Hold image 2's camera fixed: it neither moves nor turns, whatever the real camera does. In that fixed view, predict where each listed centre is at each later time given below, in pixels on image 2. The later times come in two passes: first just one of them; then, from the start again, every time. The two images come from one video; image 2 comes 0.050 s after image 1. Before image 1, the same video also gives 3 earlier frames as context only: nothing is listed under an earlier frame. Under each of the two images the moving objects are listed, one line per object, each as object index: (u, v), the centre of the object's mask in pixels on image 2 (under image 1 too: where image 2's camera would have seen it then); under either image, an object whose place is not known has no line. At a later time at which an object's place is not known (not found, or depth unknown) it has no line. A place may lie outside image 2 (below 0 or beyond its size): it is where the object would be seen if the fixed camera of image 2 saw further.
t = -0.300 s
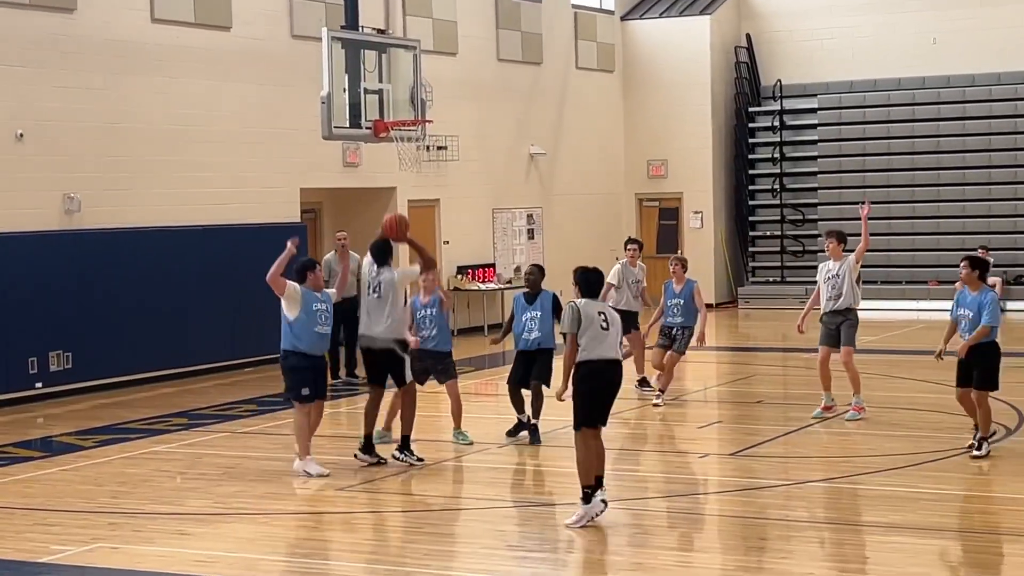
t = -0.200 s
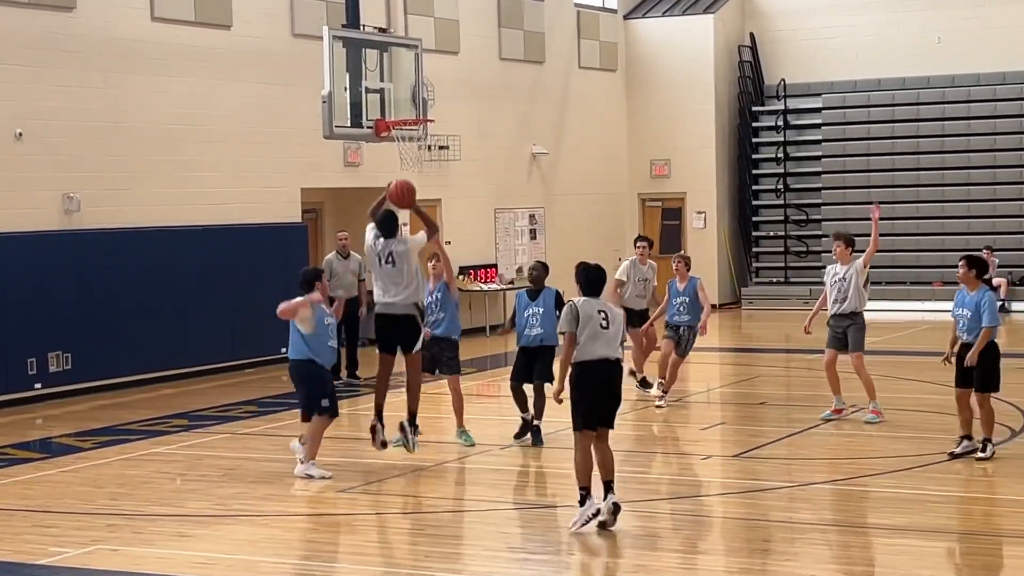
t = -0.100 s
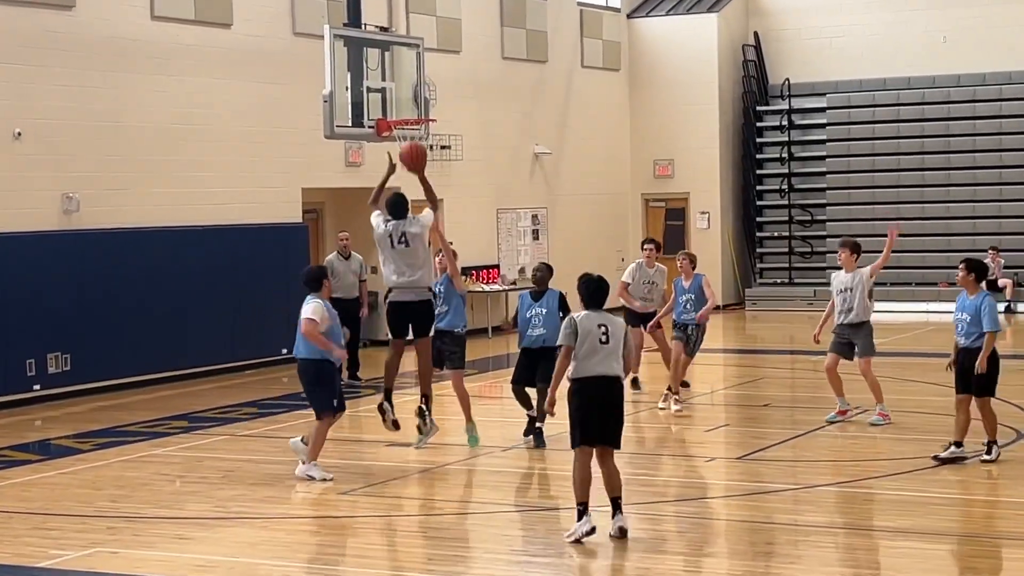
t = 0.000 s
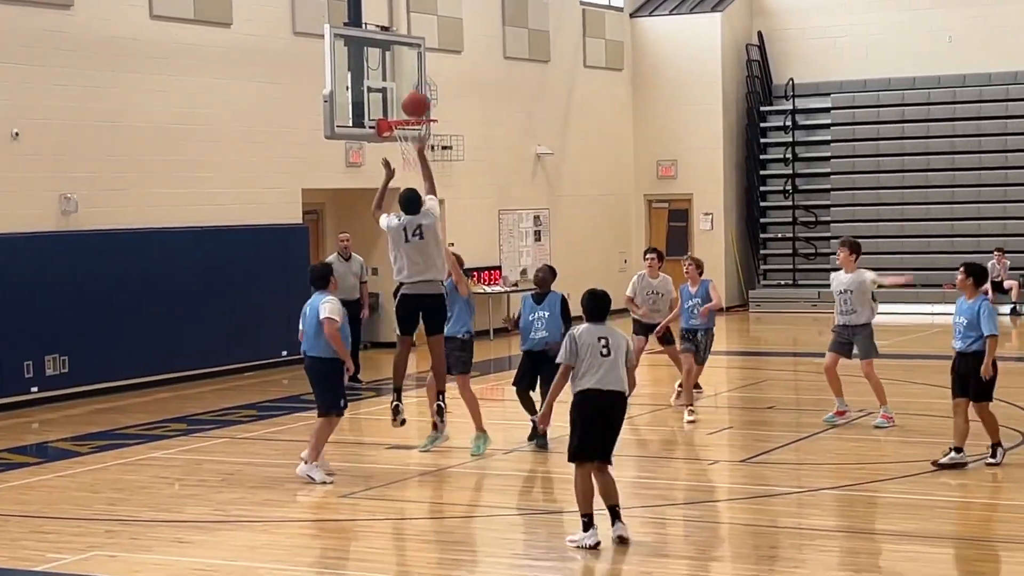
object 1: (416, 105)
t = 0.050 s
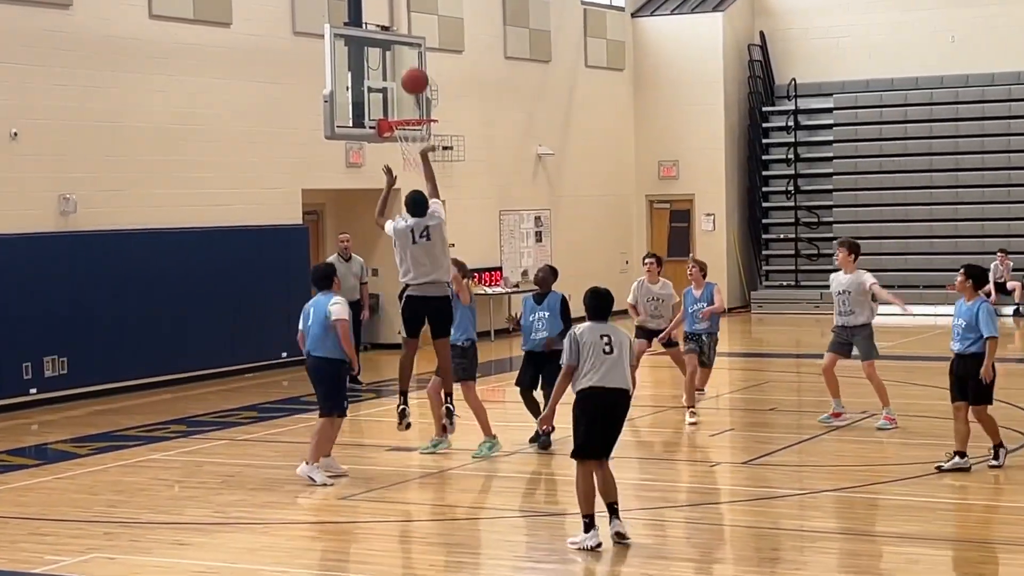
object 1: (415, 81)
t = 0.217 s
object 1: (411, 27)
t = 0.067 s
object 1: (414, 74)
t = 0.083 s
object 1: (414, 67)
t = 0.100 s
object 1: (414, 62)
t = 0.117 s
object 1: (413, 55)
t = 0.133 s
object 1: (412, 50)
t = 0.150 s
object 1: (413, 44)
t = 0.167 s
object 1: (412, 39)
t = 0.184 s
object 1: (412, 35)
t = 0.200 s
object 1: (411, 31)
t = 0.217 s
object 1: (411, 27)
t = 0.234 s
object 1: (410, 23)
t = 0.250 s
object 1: (410, 20)
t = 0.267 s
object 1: (410, 17)
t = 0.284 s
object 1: (410, 14)
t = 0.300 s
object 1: (409, 13)
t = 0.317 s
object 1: (409, 12)
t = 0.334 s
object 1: (409, 11)
